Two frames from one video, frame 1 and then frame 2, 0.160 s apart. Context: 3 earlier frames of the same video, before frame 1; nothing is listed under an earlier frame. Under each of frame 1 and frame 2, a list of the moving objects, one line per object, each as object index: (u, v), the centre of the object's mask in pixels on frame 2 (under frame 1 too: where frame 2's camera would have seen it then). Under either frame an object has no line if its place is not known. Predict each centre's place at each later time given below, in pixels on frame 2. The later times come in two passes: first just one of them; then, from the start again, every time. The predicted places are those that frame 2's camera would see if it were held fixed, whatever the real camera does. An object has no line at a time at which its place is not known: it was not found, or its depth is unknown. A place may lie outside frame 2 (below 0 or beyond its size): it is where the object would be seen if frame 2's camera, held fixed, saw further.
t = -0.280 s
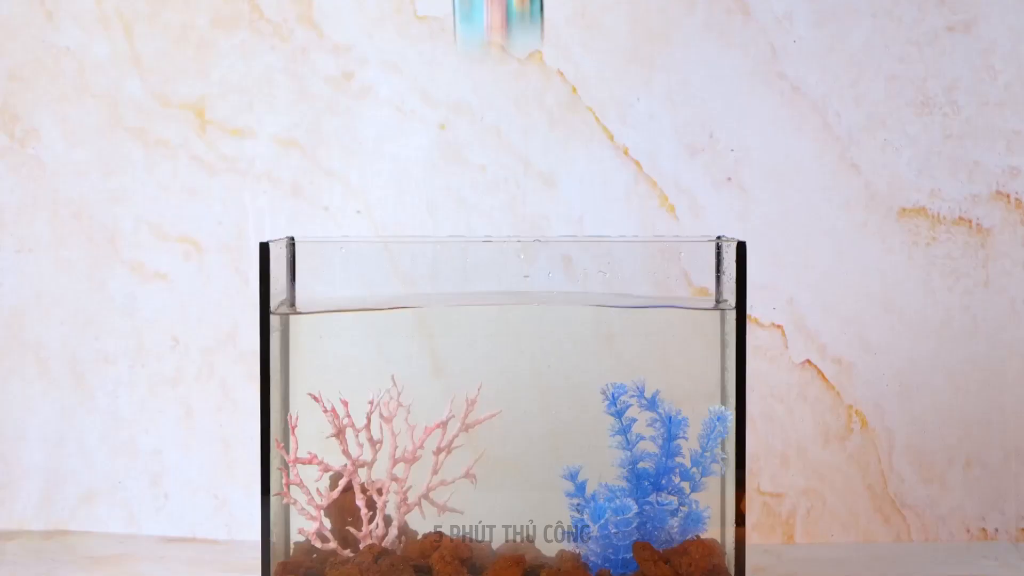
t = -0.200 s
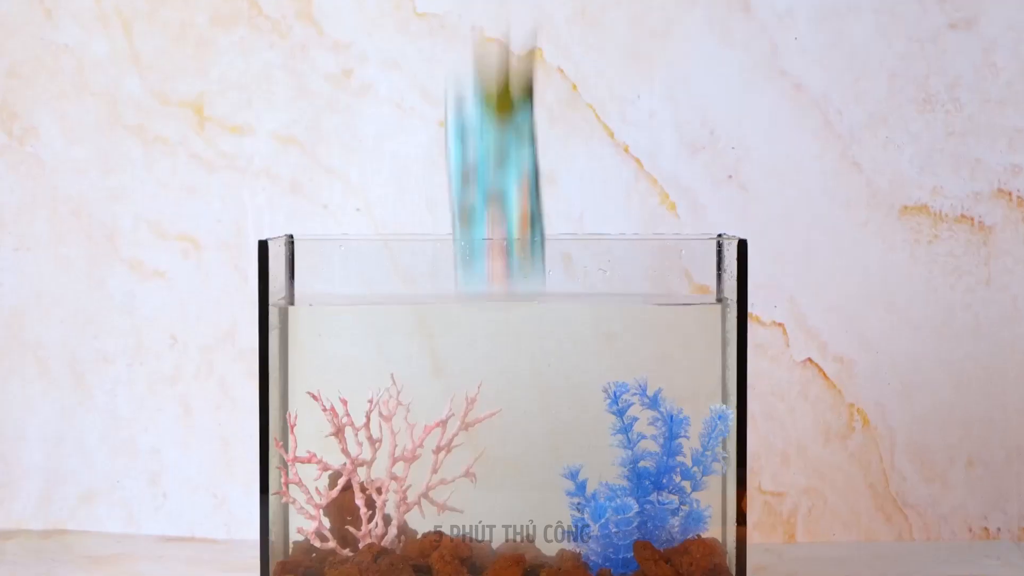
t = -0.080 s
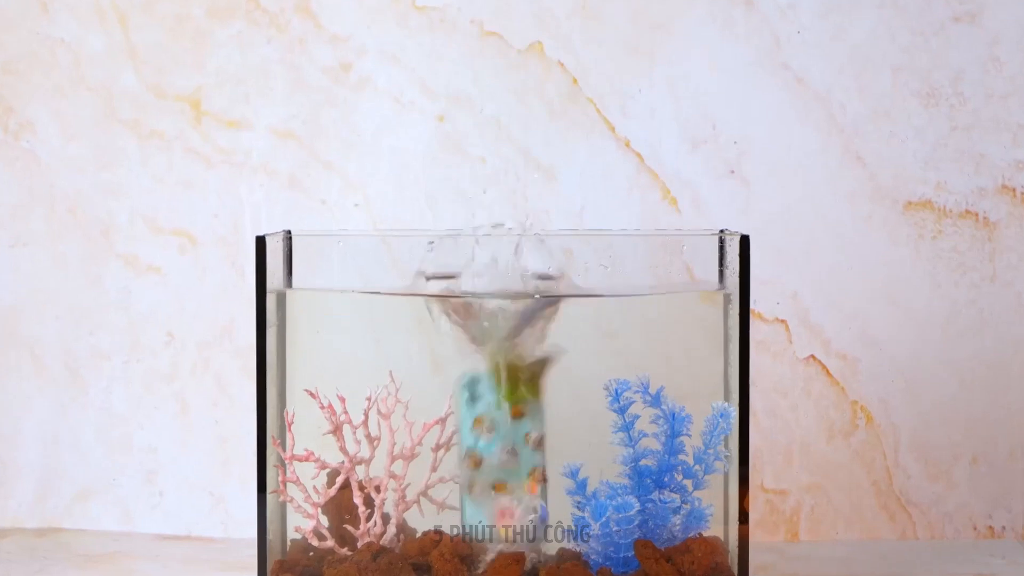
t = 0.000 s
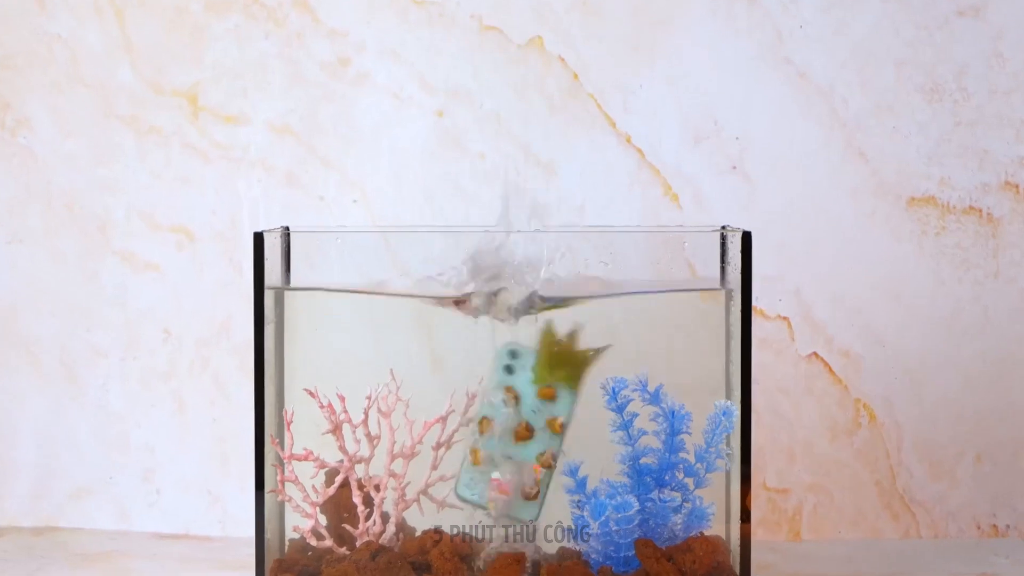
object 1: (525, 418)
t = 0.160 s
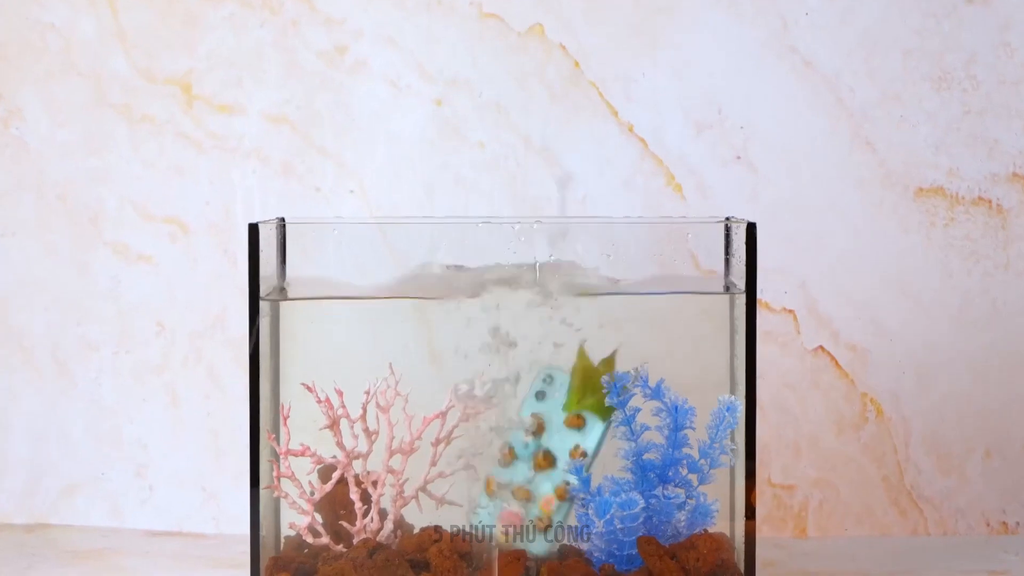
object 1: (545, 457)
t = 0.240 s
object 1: (545, 451)
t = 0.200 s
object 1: (547, 457)
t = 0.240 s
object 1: (545, 451)
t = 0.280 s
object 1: (542, 450)
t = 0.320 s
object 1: (538, 452)
